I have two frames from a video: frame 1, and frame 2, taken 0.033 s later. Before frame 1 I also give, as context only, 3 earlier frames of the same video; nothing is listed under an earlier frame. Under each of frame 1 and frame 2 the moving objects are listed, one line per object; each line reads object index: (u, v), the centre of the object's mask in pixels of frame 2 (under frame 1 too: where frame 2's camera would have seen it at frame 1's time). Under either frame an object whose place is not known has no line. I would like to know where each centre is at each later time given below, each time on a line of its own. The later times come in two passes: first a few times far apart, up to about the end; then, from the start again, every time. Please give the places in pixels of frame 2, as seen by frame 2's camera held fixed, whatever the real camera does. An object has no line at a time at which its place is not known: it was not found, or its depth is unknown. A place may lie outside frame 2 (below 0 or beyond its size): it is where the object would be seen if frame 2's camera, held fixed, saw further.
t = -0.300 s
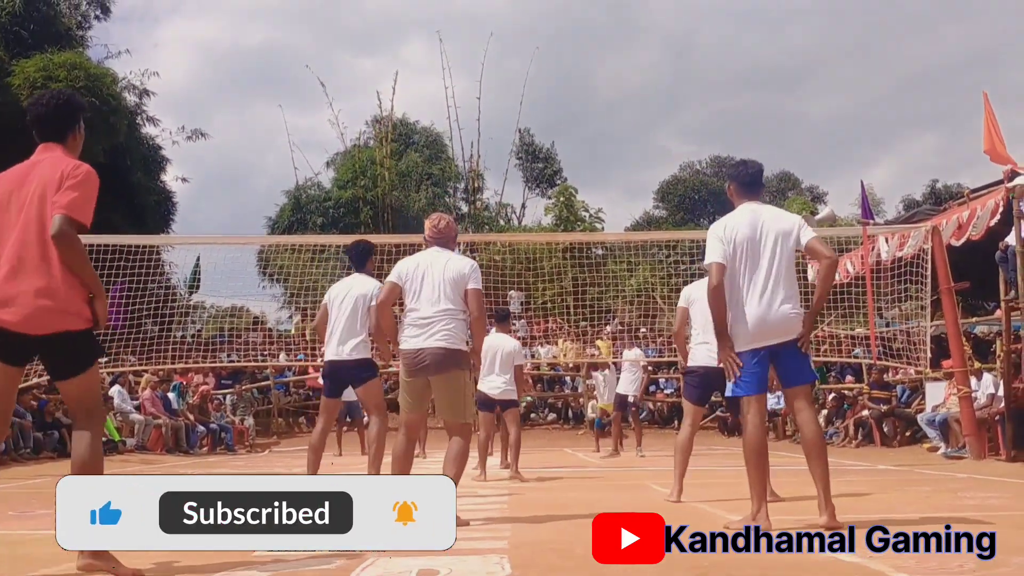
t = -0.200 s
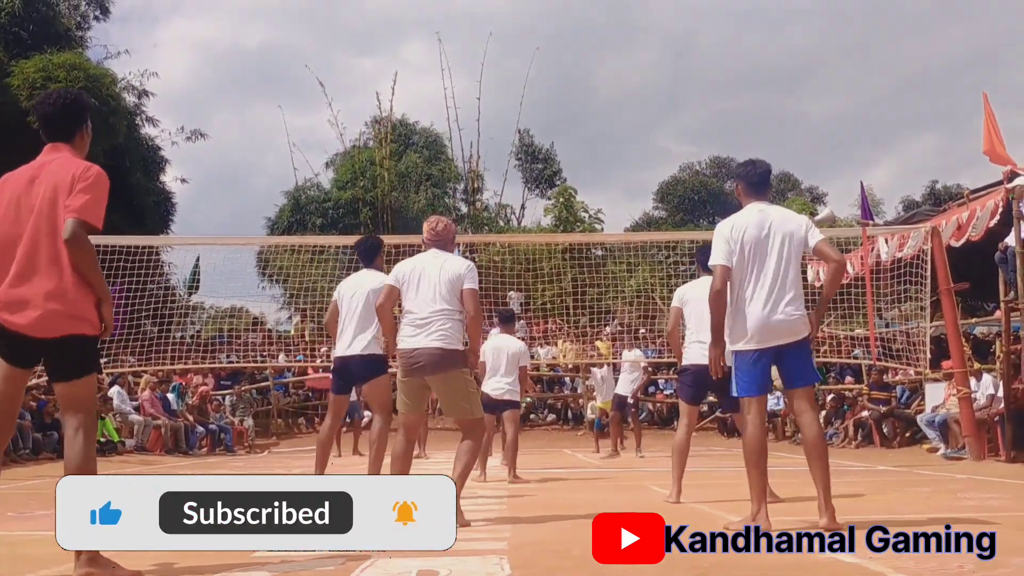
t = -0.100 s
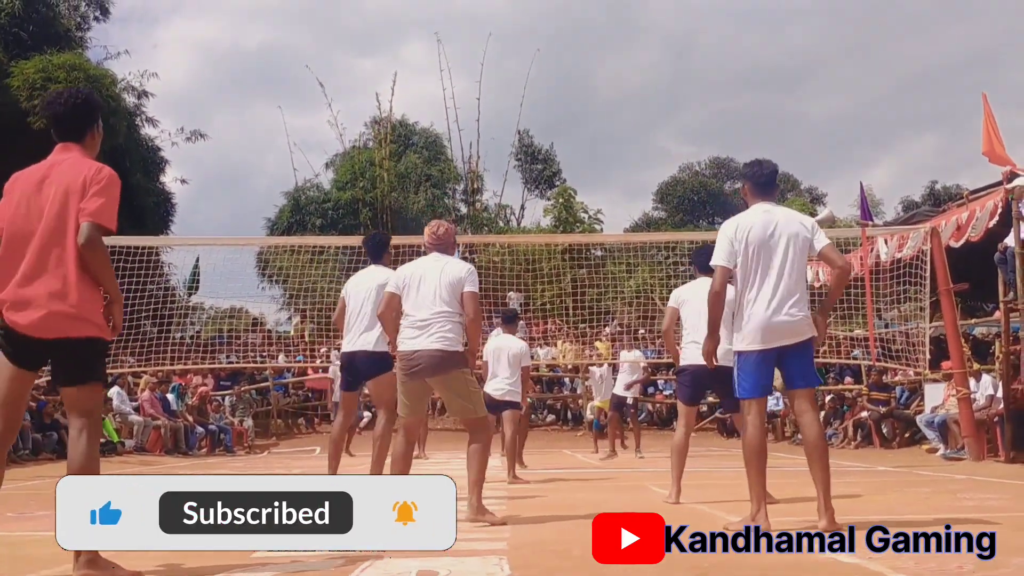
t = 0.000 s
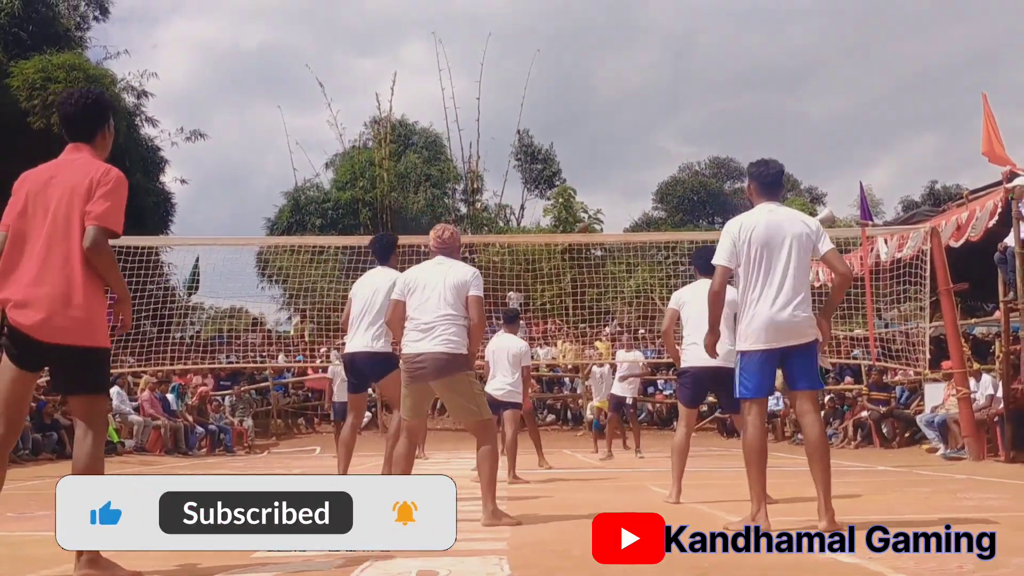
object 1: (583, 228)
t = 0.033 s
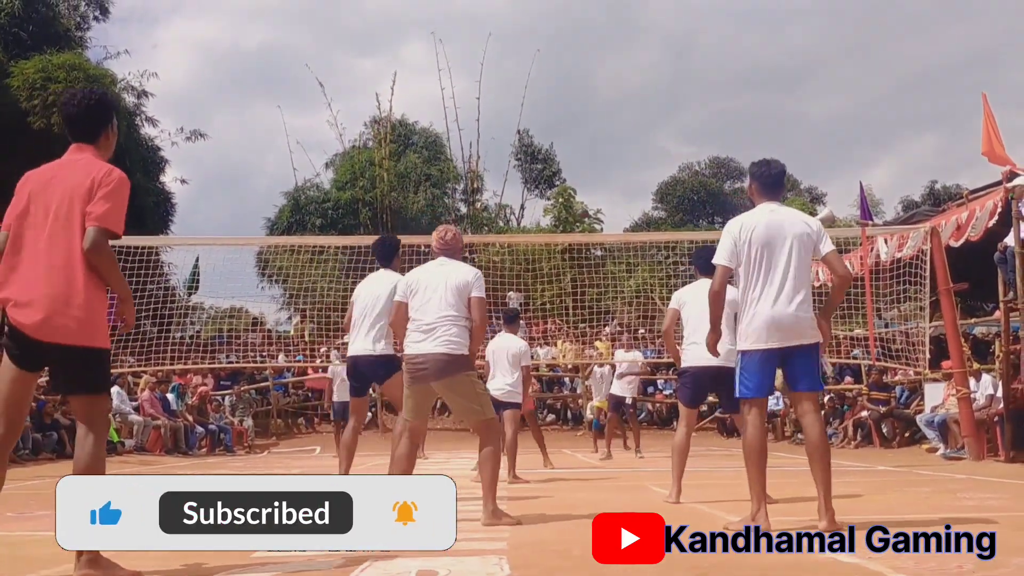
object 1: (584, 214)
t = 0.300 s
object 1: (581, 105)
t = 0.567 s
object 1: (581, 20)
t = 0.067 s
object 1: (583, 199)
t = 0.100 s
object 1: (582, 185)
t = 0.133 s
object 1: (582, 171)
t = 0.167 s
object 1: (582, 157)
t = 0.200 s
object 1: (582, 144)
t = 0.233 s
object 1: (581, 130)
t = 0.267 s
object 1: (581, 118)
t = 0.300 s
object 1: (581, 105)
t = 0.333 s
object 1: (581, 93)
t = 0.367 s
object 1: (581, 81)
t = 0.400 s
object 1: (581, 69)
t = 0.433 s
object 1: (581, 58)
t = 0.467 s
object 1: (581, 48)
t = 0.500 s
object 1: (581, 38)
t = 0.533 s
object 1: (581, 29)
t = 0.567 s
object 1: (581, 20)
